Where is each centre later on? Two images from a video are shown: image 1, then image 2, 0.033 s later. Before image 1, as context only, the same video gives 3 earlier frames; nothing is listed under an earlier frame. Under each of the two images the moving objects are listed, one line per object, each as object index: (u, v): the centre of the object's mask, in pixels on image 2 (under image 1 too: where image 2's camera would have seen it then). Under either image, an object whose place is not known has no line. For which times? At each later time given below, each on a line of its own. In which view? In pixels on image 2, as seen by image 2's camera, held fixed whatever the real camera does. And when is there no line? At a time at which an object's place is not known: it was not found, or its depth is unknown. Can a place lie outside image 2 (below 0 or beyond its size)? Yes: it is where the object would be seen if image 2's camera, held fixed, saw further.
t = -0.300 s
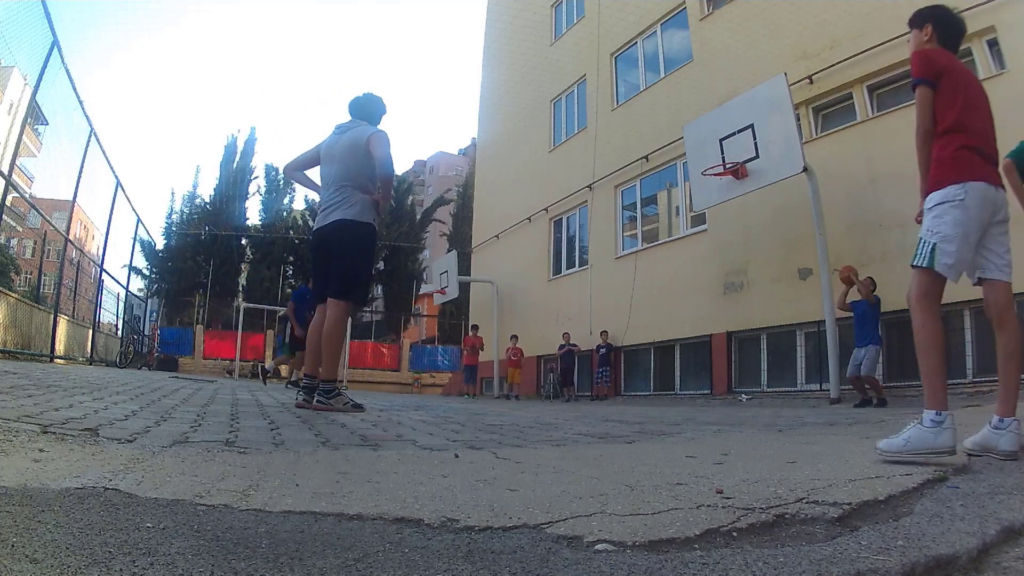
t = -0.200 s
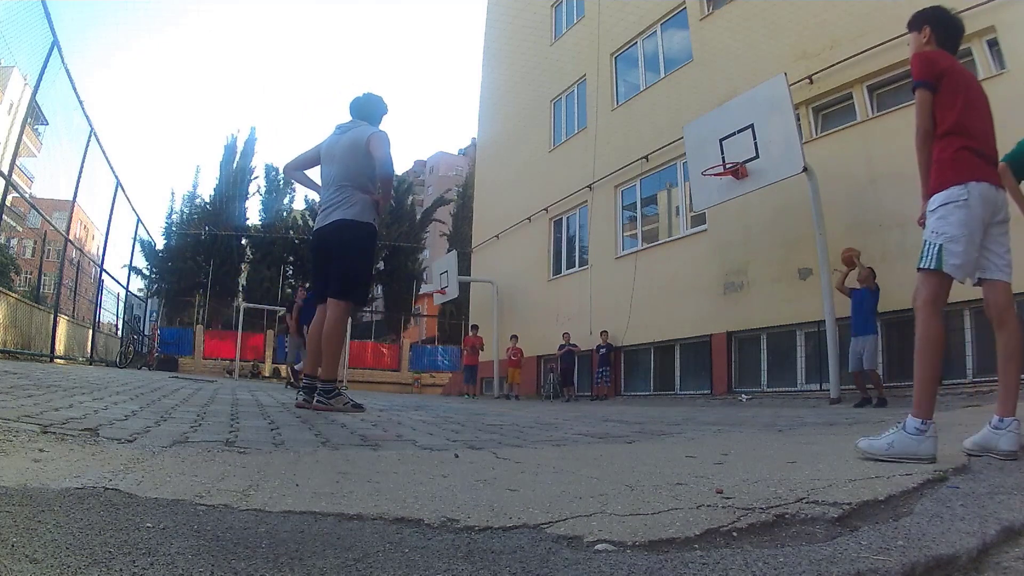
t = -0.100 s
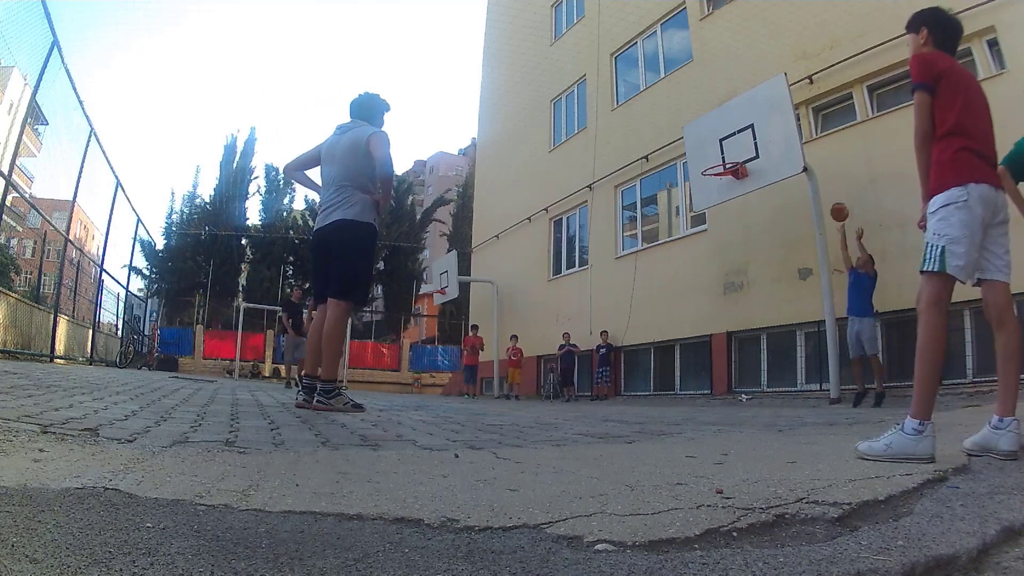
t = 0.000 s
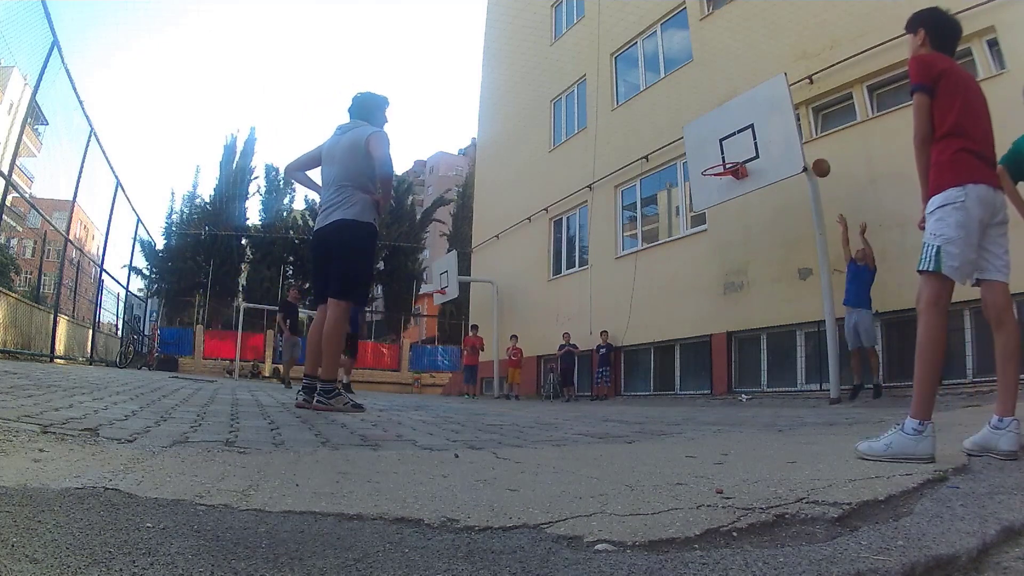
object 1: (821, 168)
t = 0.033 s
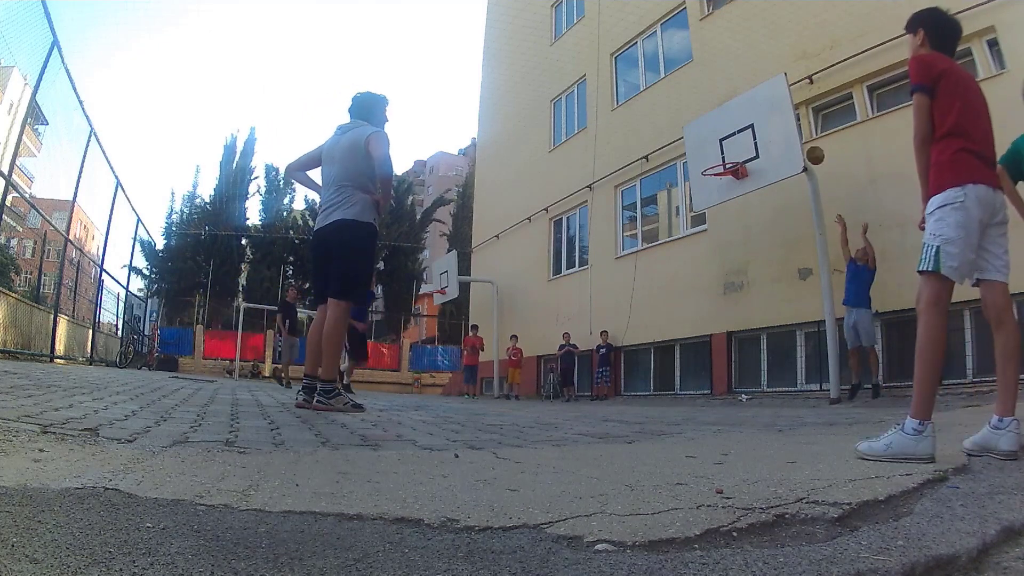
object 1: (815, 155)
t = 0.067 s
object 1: (810, 144)
